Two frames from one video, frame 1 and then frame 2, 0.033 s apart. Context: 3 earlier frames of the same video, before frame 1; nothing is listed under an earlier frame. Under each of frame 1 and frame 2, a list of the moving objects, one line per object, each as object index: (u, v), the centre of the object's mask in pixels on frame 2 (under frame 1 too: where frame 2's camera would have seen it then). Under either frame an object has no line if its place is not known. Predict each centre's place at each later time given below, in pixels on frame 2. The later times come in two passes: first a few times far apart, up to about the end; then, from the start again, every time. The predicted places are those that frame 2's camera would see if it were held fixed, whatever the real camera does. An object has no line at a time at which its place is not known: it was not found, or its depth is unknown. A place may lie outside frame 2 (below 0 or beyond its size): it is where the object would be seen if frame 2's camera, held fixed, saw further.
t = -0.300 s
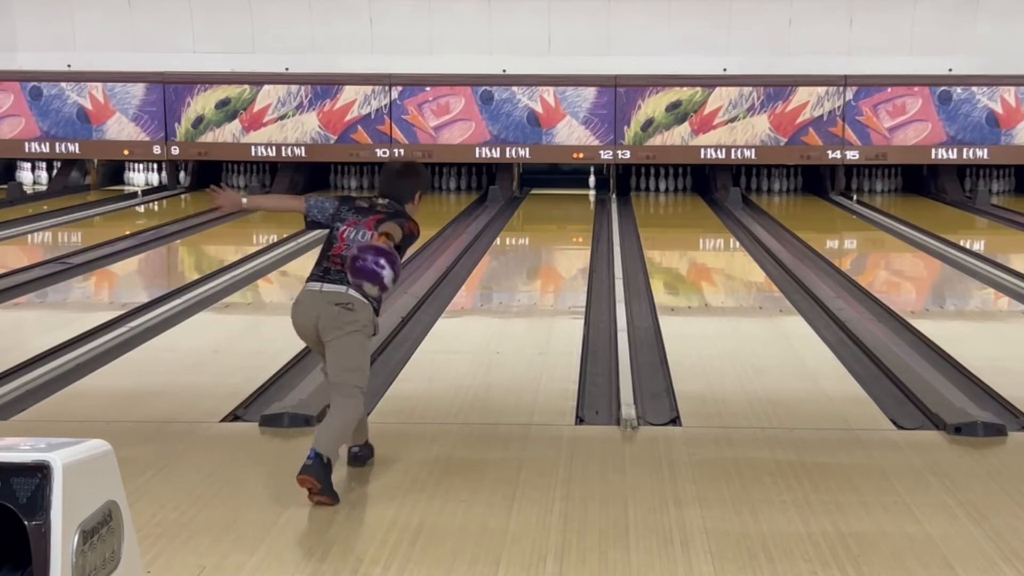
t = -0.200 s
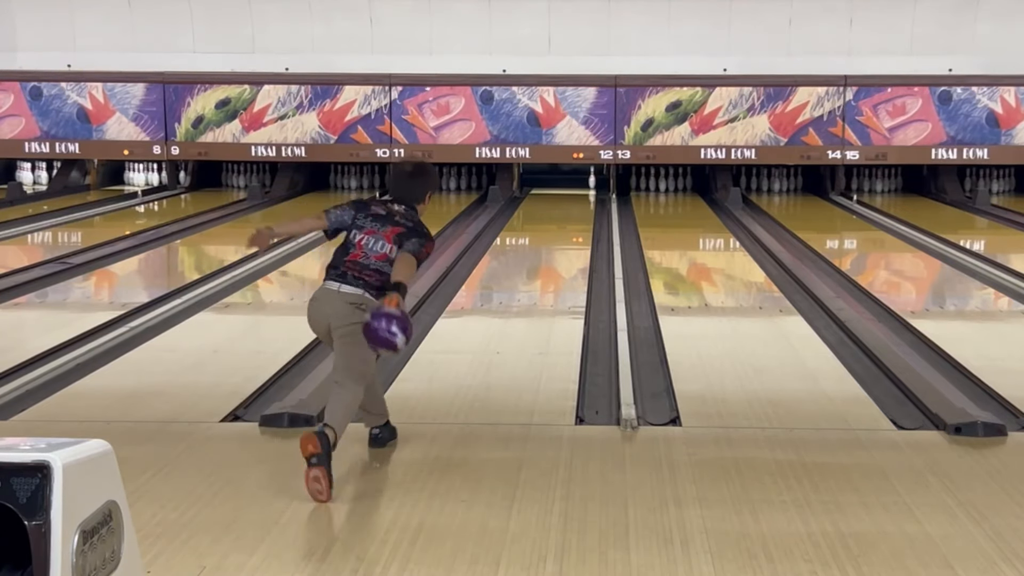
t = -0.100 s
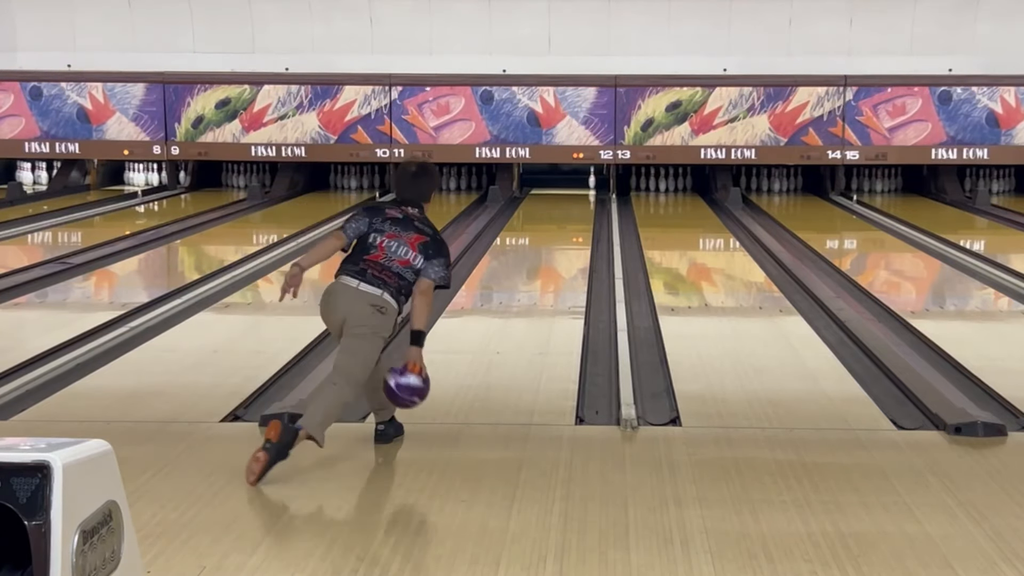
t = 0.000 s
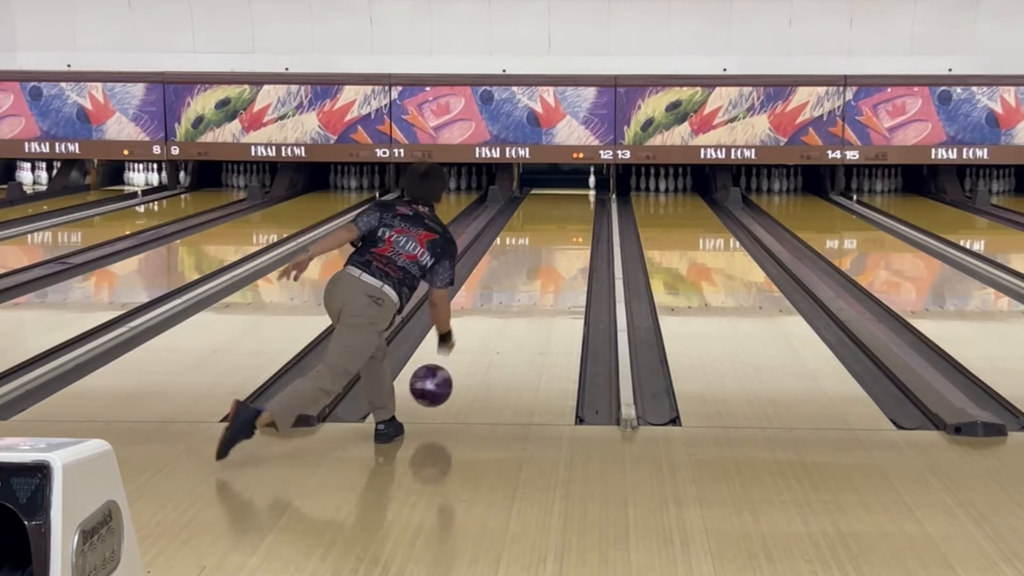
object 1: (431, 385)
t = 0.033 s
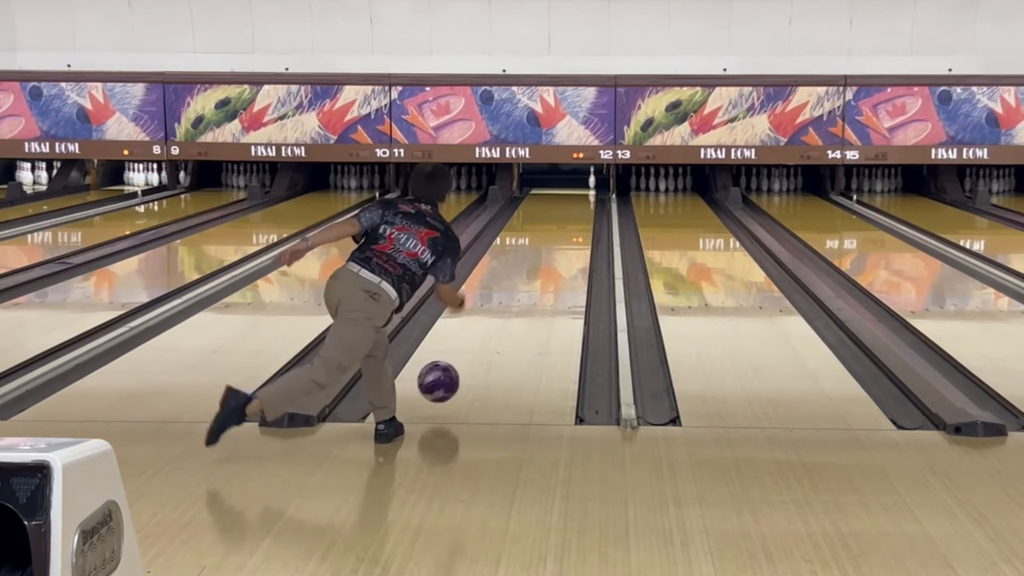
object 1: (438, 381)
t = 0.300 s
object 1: (485, 334)
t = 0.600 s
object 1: (519, 290)
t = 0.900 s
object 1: (542, 260)
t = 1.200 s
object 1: (559, 238)
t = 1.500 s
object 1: (571, 220)
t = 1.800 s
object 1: (581, 206)
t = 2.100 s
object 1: (587, 196)
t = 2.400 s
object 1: (591, 187)
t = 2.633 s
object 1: (592, 181)
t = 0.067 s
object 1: (445, 380)
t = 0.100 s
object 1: (452, 376)
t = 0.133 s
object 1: (458, 367)
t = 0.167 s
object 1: (464, 361)
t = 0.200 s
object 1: (469, 354)
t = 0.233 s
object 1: (475, 347)
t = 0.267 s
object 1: (480, 340)
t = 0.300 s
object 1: (485, 334)
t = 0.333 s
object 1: (489, 328)
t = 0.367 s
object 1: (493, 323)
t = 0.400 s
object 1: (497, 317)
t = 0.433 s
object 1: (501, 312)
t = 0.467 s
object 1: (505, 307)
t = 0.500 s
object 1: (509, 303)
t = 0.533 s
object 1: (512, 299)
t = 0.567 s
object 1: (515, 294)
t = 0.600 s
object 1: (519, 290)
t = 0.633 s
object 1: (522, 286)
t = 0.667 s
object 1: (524, 282)
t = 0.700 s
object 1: (527, 279)
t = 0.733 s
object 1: (530, 275)
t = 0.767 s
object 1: (532, 272)
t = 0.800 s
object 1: (535, 269)
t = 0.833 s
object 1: (537, 266)
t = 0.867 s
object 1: (540, 263)
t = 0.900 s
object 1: (542, 260)
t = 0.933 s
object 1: (544, 257)
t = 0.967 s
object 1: (546, 254)
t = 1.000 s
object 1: (548, 251)
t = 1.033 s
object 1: (550, 249)
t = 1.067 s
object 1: (552, 247)
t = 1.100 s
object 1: (554, 244)
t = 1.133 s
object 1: (555, 242)
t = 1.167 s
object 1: (557, 239)
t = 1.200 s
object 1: (559, 238)
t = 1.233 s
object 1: (560, 235)
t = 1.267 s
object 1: (562, 233)
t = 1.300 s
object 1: (563, 231)
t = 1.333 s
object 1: (565, 229)
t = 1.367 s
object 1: (566, 228)
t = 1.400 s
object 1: (567, 226)
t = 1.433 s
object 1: (568, 224)
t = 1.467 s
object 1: (569, 222)
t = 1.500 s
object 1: (571, 220)
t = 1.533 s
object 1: (572, 219)
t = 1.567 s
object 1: (573, 217)
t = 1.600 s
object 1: (574, 215)
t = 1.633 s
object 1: (576, 214)
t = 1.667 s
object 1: (577, 213)
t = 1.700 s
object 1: (578, 211)
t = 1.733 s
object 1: (579, 210)
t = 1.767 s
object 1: (579, 208)
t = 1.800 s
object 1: (581, 206)
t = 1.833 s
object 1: (581, 205)
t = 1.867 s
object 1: (582, 204)
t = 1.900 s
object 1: (583, 203)
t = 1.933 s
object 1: (584, 202)
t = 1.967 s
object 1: (584, 201)
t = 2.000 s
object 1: (585, 199)
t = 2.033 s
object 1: (586, 198)
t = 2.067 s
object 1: (586, 197)
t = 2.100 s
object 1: (587, 196)
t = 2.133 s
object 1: (587, 195)
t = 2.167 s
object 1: (588, 193)
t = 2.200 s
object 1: (588, 192)
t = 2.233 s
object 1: (588, 192)
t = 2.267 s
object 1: (589, 191)
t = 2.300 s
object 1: (590, 189)
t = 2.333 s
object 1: (590, 189)
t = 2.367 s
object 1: (591, 188)
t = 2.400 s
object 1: (591, 187)
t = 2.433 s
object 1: (591, 186)
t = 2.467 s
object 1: (591, 186)
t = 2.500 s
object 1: (591, 185)
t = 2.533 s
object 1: (592, 184)
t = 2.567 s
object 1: (592, 183)
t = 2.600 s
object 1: (592, 182)
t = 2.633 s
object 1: (592, 181)
